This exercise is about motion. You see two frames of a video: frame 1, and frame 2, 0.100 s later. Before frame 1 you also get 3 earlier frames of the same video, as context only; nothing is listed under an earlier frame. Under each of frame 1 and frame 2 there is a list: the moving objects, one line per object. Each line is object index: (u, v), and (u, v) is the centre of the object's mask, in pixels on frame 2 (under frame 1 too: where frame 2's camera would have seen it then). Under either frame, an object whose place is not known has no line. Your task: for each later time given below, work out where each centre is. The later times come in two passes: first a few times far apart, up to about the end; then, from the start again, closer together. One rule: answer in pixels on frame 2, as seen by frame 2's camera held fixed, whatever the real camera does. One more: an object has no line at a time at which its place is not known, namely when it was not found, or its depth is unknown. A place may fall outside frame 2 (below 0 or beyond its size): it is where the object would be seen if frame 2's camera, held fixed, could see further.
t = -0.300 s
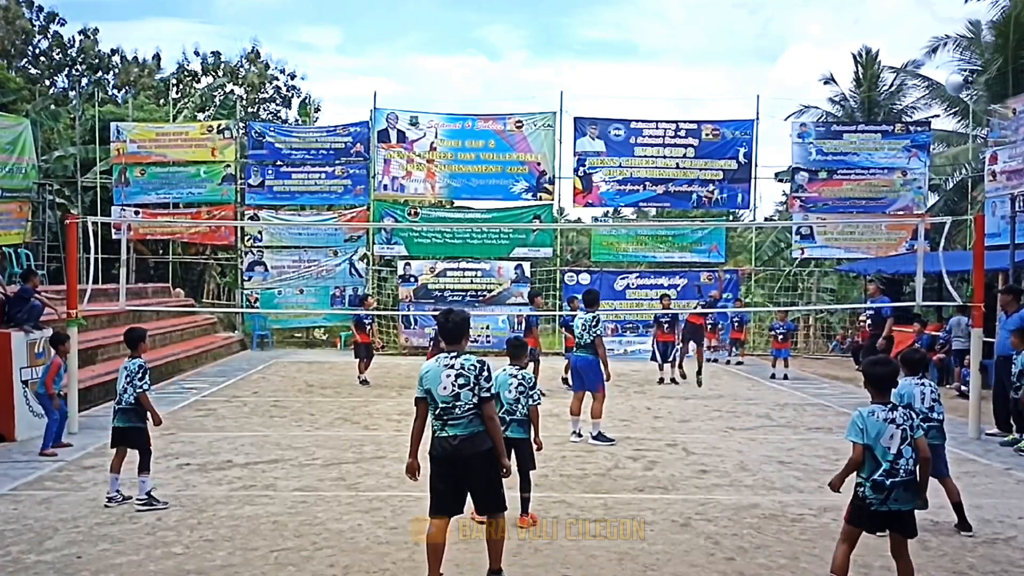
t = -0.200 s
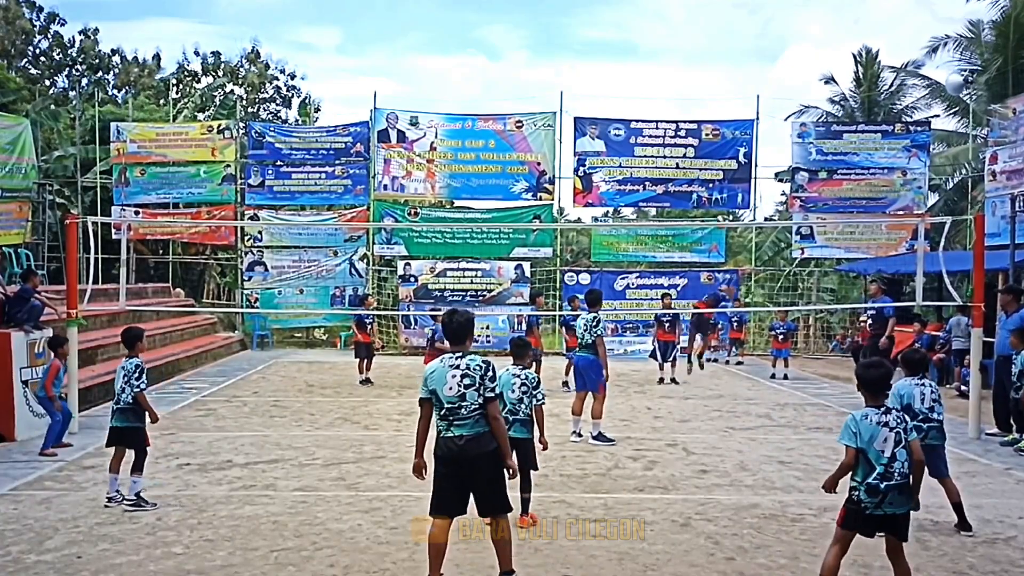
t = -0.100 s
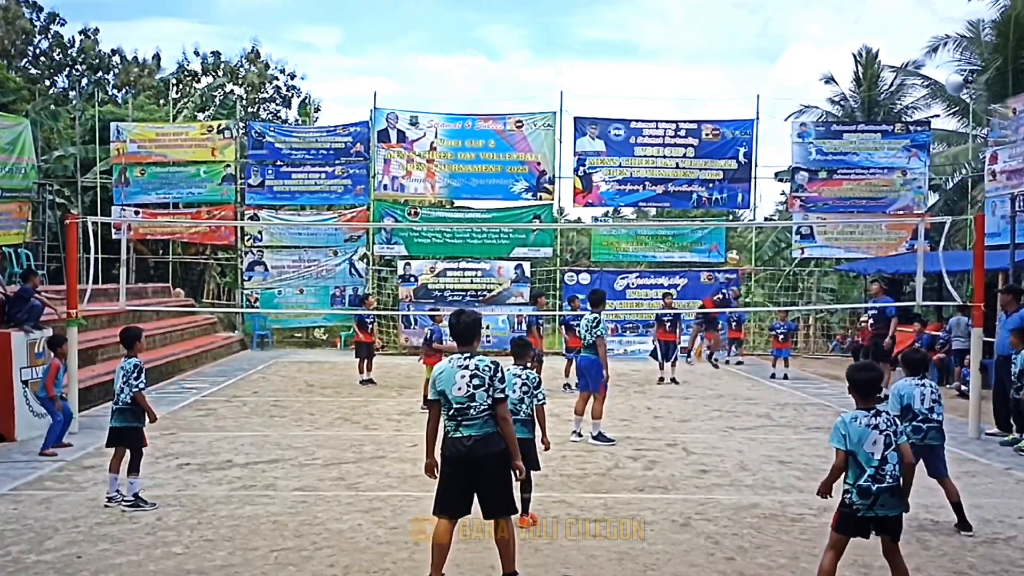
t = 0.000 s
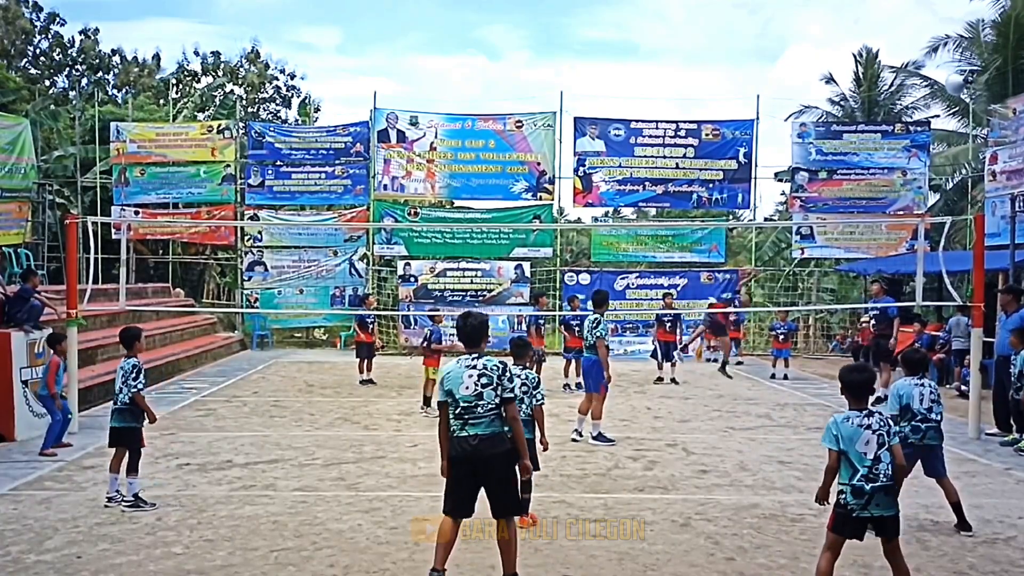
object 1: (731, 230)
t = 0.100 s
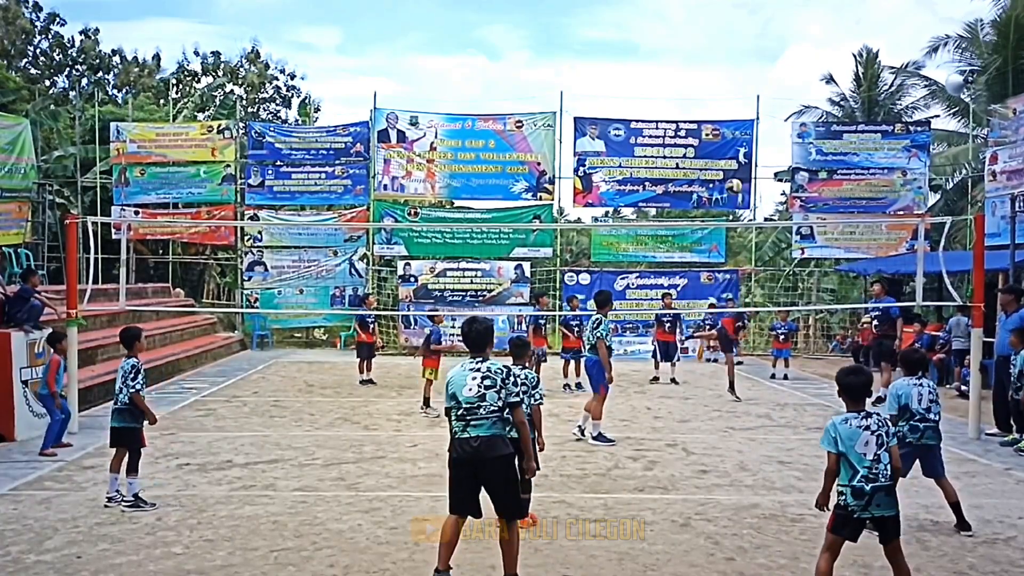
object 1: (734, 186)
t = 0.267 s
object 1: (730, 127)
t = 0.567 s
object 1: (720, 55)
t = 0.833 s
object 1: (707, 51)
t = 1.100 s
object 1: (687, 141)
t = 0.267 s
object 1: (730, 127)
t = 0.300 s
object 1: (729, 116)
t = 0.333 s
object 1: (728, 106)
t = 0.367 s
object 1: (727, 97)
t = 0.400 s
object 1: (726, 88)
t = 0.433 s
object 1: (725, 80)
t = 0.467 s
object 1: (724, 73)
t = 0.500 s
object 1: (723, 66)
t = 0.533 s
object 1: (722, 60)
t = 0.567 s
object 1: (720, 55)
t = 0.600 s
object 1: (719, 51)
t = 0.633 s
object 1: (718, 48)
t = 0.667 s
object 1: (716, 45)
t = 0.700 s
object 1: (715, 44)
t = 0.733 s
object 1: (713, 44)
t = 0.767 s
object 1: (711, 45)
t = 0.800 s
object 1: (709, 47)
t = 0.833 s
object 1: (707, 51)
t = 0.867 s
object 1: (705, 56)
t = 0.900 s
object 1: (702, 63)
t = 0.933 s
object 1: (700, 71)
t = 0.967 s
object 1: (698, 82)
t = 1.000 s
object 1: (696, 94)
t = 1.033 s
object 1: (693, 107)
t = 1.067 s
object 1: (691, 123)
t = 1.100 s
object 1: (687, 141)
